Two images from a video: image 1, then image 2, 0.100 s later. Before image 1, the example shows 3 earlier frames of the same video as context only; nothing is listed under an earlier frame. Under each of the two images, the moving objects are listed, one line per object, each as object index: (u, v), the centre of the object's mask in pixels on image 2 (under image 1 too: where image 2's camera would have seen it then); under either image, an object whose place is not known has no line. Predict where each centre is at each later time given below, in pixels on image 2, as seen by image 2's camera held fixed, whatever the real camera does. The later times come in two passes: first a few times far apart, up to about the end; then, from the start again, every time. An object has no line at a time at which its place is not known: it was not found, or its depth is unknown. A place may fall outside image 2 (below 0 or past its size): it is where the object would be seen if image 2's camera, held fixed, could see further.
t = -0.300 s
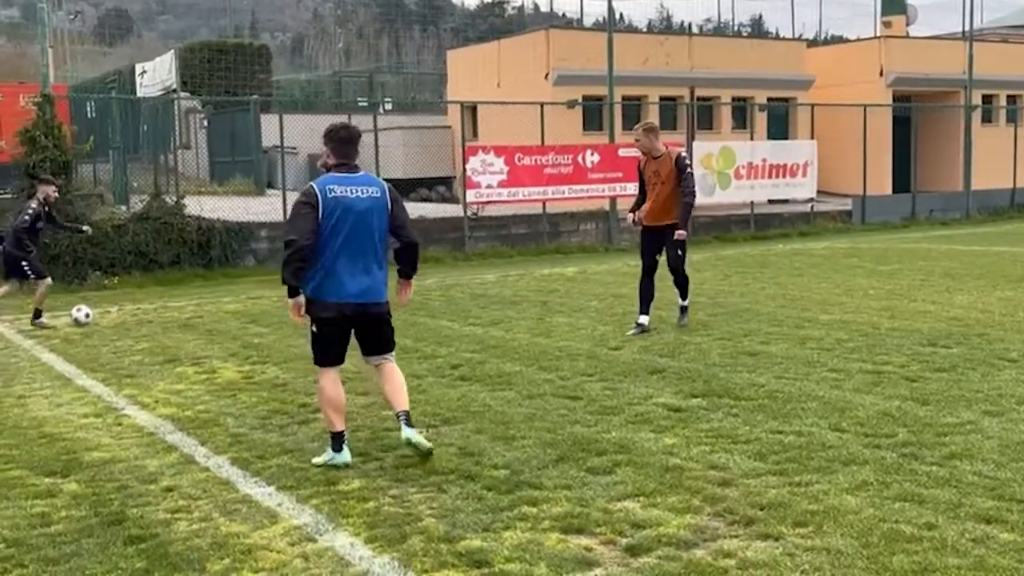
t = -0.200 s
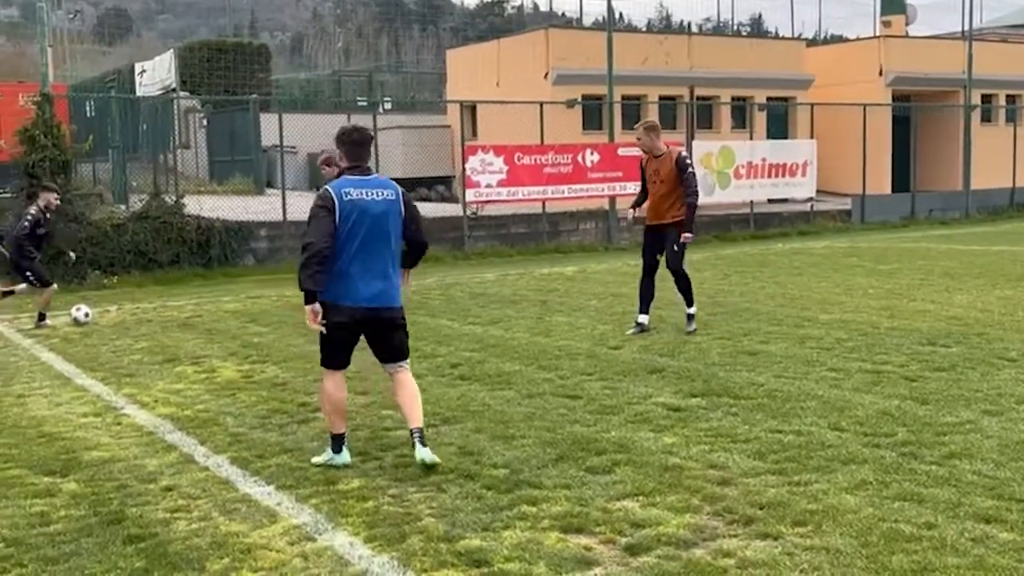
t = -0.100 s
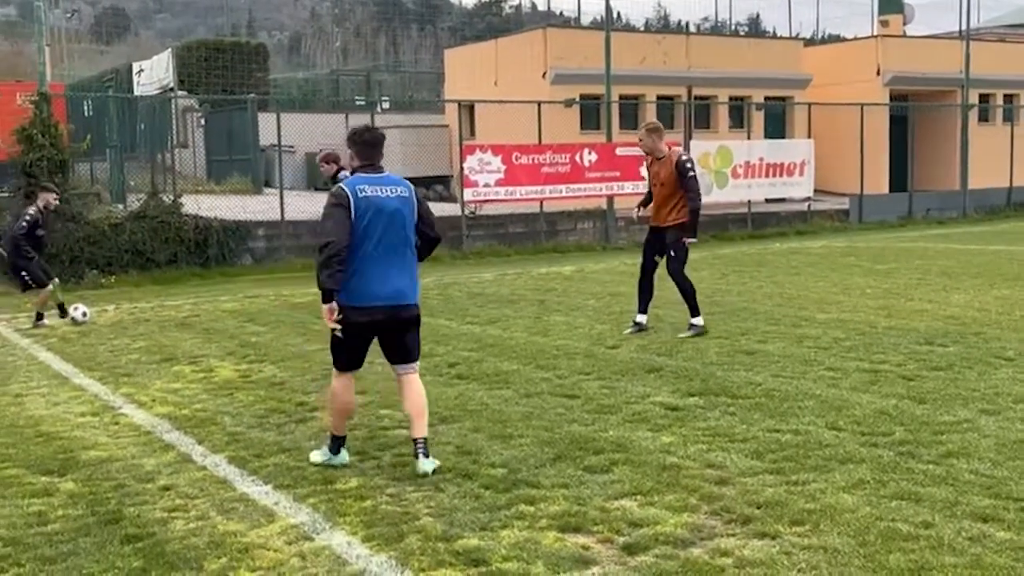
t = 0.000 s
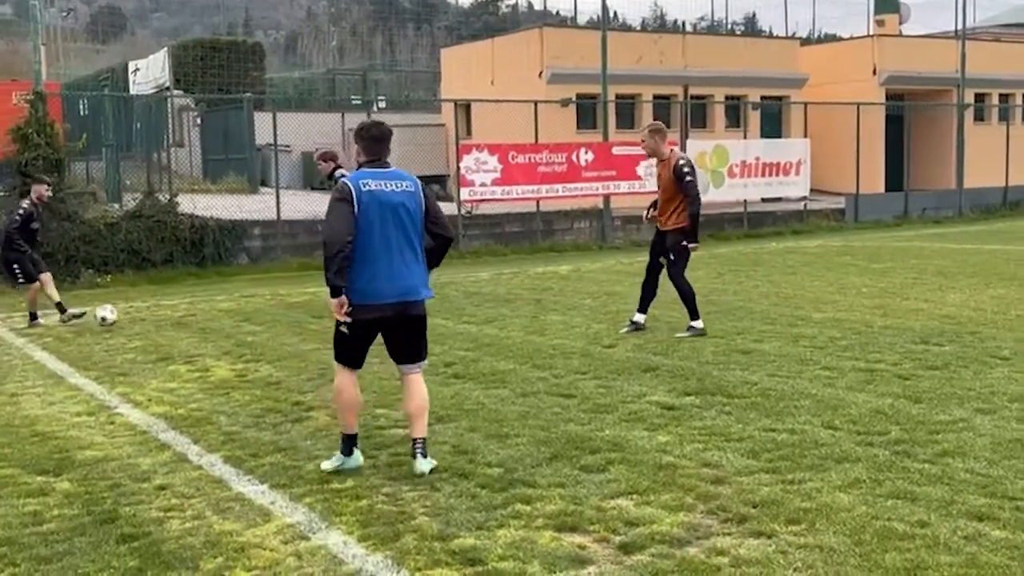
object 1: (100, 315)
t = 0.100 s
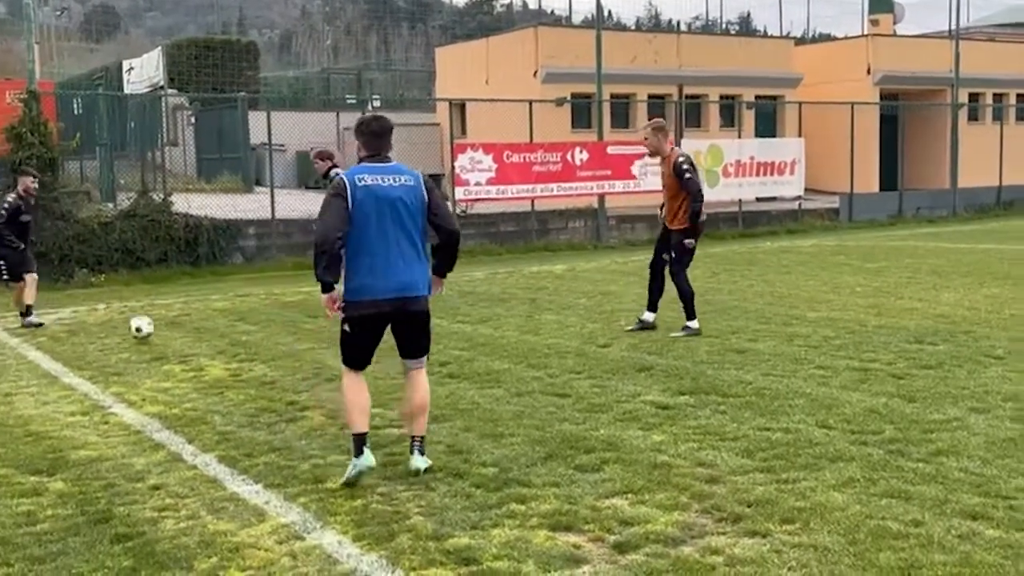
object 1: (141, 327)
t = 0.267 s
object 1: (214, 353)
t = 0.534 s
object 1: (336, 380)
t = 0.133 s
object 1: (156, 334)
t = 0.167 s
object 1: (169, 338)
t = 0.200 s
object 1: (184, 343)
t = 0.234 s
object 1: (199, 346)
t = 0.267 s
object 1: (214, 353)
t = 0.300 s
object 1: (230, 355)
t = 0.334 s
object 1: (242, 354)
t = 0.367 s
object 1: (257, 353)
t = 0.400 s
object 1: (271, 354)
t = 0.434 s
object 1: (286, 357)
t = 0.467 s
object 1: (302, 363)
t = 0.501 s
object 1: (318, 370)
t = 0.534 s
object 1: (336, 380)
